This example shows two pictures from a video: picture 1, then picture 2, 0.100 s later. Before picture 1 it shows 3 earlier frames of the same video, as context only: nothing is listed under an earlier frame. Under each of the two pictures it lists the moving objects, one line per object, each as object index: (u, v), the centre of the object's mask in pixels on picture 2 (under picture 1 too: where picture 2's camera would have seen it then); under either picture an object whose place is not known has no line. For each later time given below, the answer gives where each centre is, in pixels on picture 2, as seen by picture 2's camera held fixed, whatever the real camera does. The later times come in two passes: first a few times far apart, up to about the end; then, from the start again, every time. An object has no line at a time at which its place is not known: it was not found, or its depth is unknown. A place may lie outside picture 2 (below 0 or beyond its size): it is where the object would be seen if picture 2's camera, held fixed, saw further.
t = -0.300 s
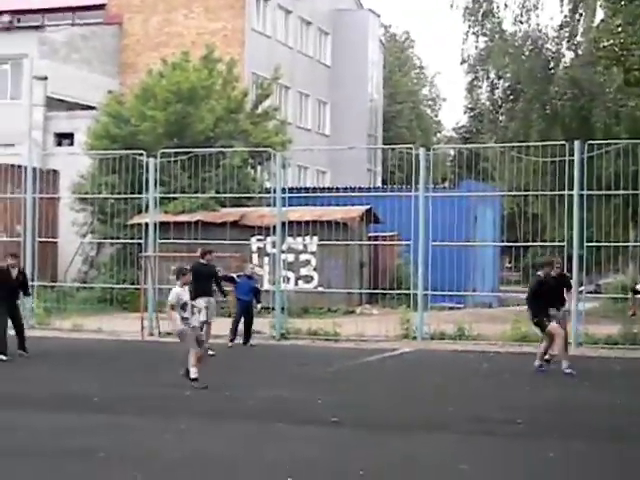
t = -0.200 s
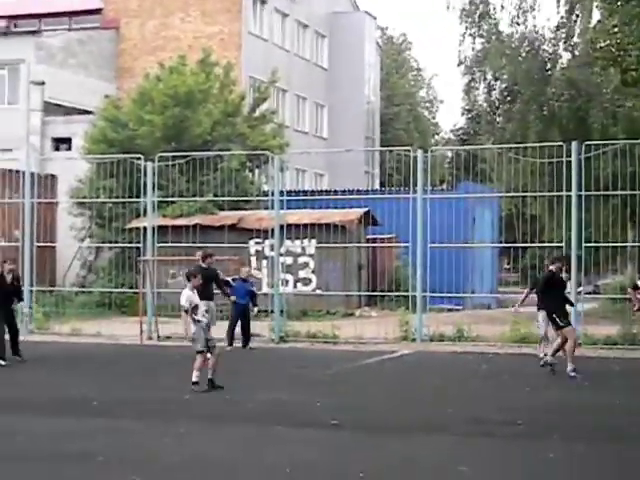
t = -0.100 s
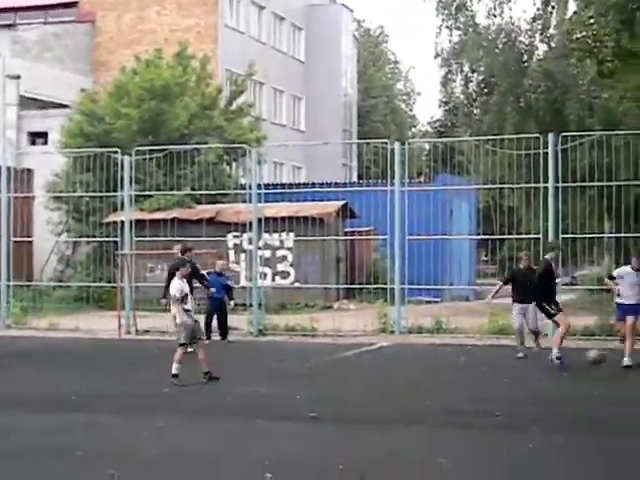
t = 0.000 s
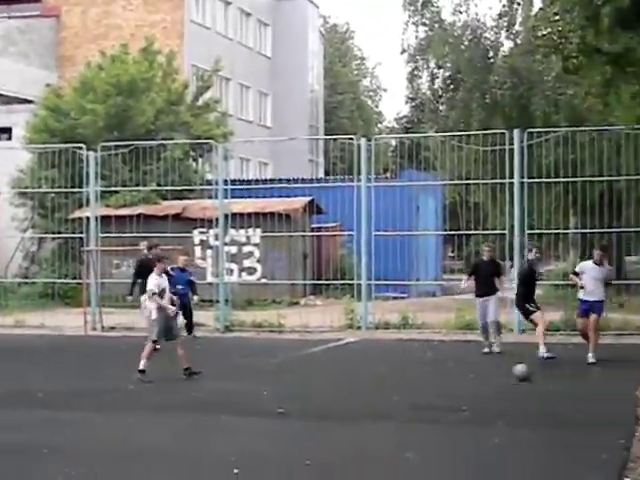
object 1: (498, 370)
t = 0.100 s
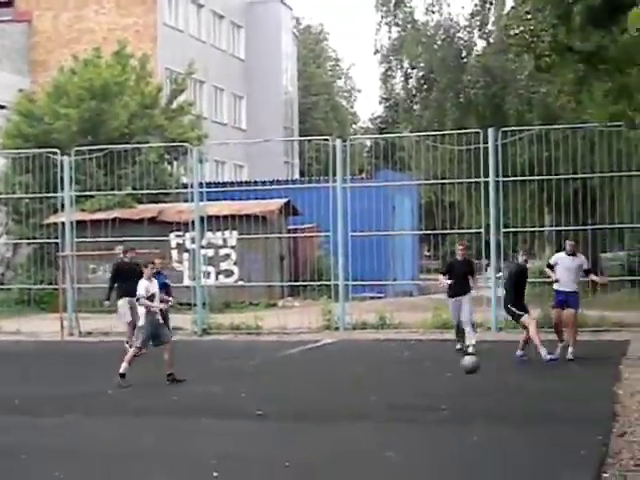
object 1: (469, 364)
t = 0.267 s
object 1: (414, 372)
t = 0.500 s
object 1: (326, 396)
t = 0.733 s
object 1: (223, 415)
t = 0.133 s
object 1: (459, 363)
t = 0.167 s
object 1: (448, 363)
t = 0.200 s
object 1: (437, 365)
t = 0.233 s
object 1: (426, 368)
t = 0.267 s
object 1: (414, 372)
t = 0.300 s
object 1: (402, 376)
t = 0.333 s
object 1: (390, 382)
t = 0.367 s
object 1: (376, 390)
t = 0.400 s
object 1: (364, 399)
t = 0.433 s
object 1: (352, 396)
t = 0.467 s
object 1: (338, 395)
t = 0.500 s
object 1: (326, 396)
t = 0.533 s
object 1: (312, 397)
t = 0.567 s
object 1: (298, 399)
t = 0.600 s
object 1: (285, 403)
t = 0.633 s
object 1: (269, 408)
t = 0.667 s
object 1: (254, 417)
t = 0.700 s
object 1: (240, 417)
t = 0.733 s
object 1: (223, 415)
